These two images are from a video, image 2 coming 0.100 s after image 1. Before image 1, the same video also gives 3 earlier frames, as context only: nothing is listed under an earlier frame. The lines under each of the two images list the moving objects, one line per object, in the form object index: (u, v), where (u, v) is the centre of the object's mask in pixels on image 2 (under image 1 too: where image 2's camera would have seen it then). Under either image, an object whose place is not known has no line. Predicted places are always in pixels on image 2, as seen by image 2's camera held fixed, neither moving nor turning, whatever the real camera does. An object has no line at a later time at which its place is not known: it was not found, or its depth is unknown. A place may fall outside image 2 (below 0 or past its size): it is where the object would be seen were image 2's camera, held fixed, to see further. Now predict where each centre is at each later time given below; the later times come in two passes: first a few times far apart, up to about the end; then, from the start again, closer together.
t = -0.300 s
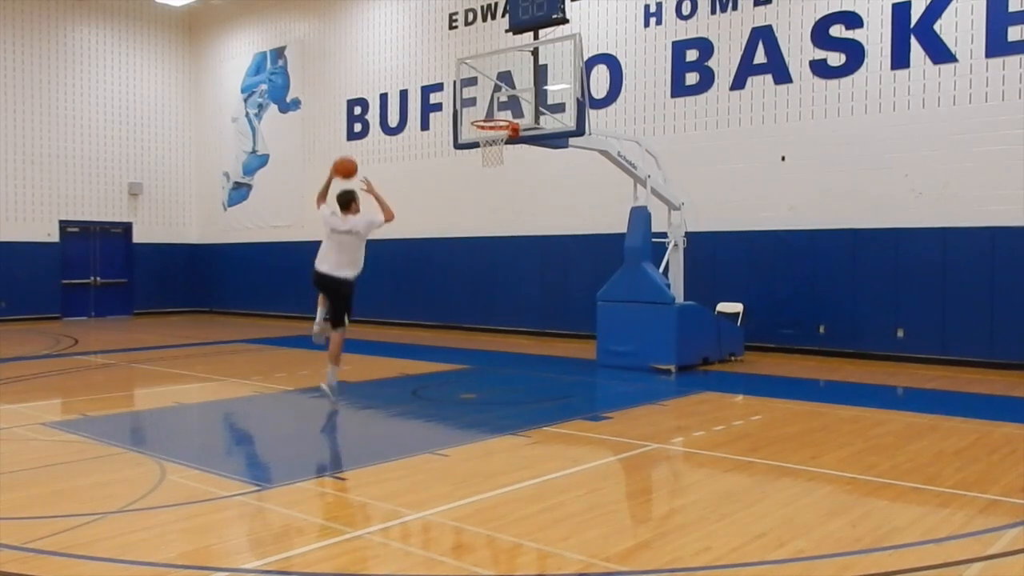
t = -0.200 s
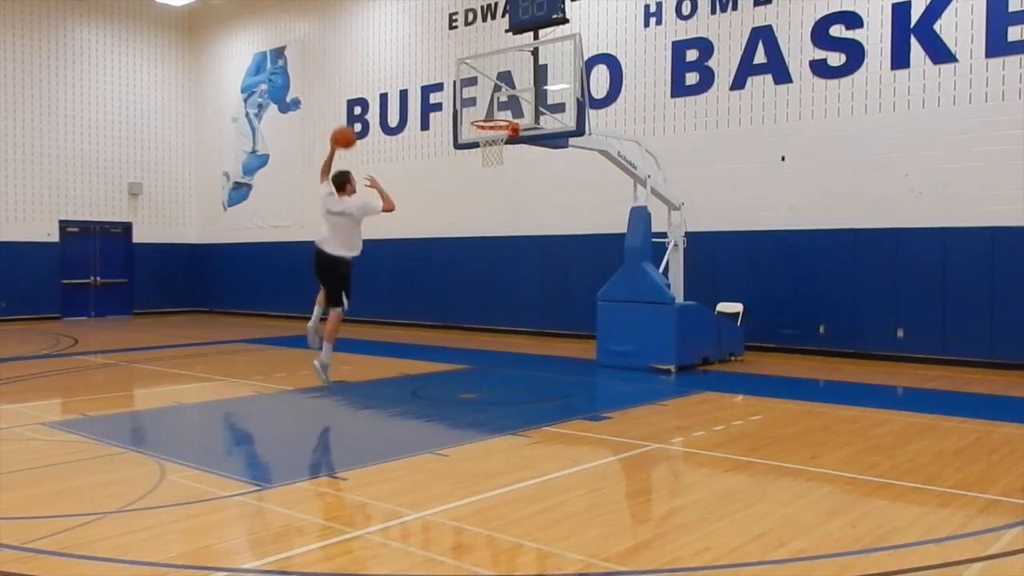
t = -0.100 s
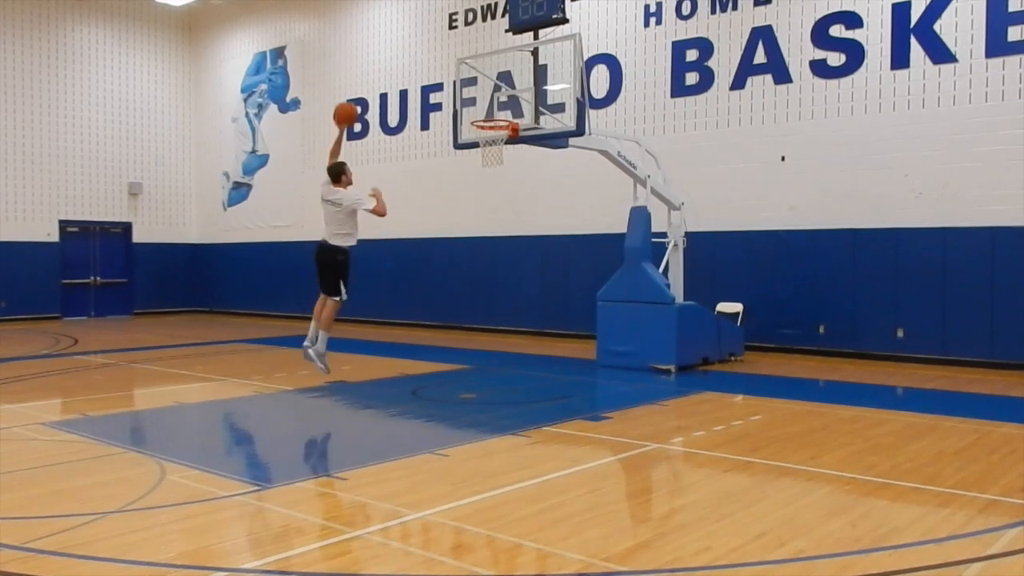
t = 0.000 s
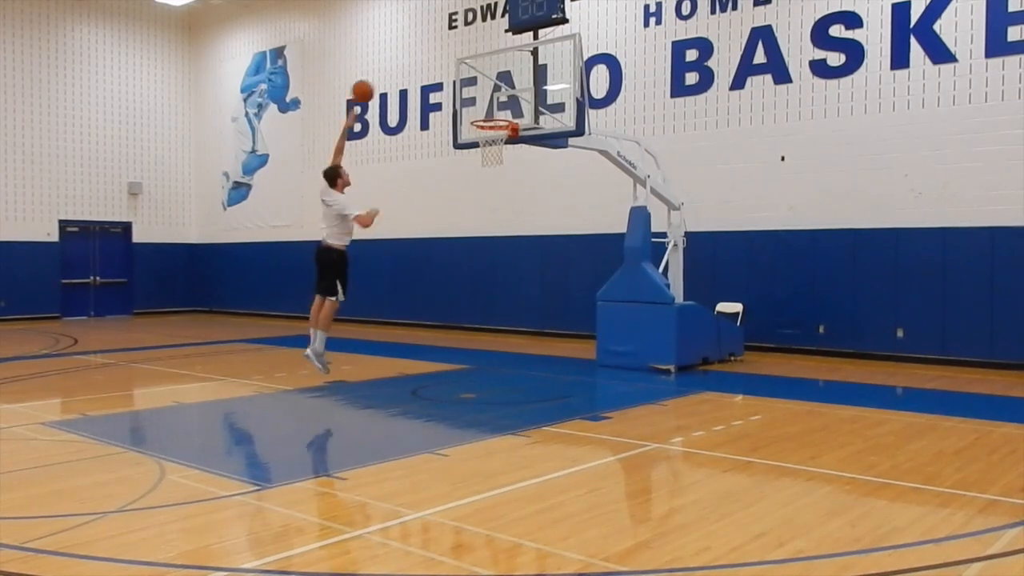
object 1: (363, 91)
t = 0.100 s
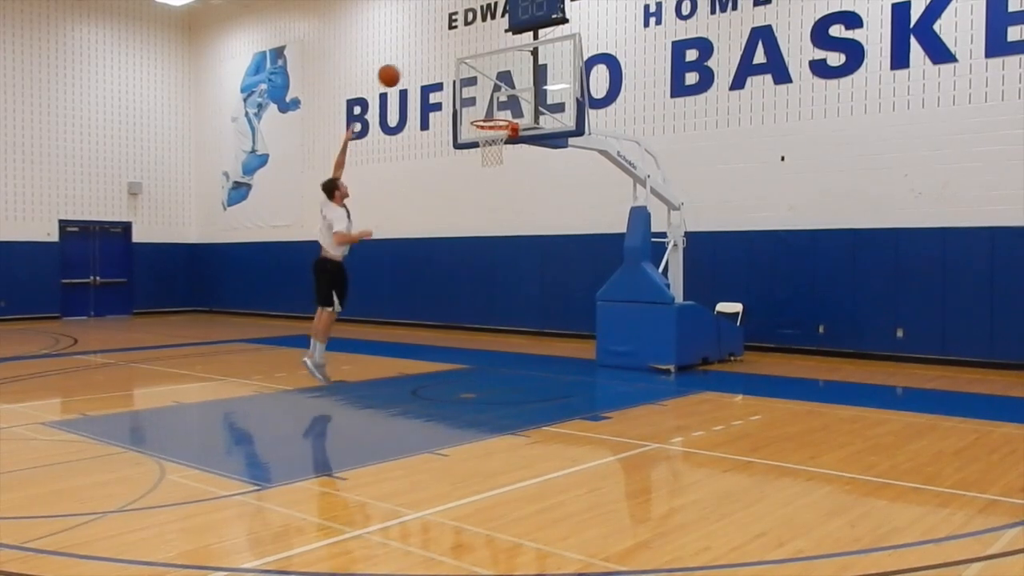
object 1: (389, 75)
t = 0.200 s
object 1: (414, 70)
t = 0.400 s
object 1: (463, 85)
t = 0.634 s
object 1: (491, 141)
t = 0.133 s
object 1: (398, 72)
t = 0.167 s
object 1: (406, 70)
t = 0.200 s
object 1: (414, 70)
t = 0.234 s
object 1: (423, 70)
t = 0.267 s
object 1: (431, 71)
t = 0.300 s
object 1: (439, 73)
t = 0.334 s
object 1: (447, 76)
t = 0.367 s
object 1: (456, 80)
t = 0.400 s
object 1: (463, 85)
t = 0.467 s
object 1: (478, 98)
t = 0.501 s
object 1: (486, 105)
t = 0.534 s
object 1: (494, 111)
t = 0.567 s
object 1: (500, 120)
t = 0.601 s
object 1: (495, 130)
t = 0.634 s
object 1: (491, 141)
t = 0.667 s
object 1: (484, 151)
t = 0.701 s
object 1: (481, 156)
